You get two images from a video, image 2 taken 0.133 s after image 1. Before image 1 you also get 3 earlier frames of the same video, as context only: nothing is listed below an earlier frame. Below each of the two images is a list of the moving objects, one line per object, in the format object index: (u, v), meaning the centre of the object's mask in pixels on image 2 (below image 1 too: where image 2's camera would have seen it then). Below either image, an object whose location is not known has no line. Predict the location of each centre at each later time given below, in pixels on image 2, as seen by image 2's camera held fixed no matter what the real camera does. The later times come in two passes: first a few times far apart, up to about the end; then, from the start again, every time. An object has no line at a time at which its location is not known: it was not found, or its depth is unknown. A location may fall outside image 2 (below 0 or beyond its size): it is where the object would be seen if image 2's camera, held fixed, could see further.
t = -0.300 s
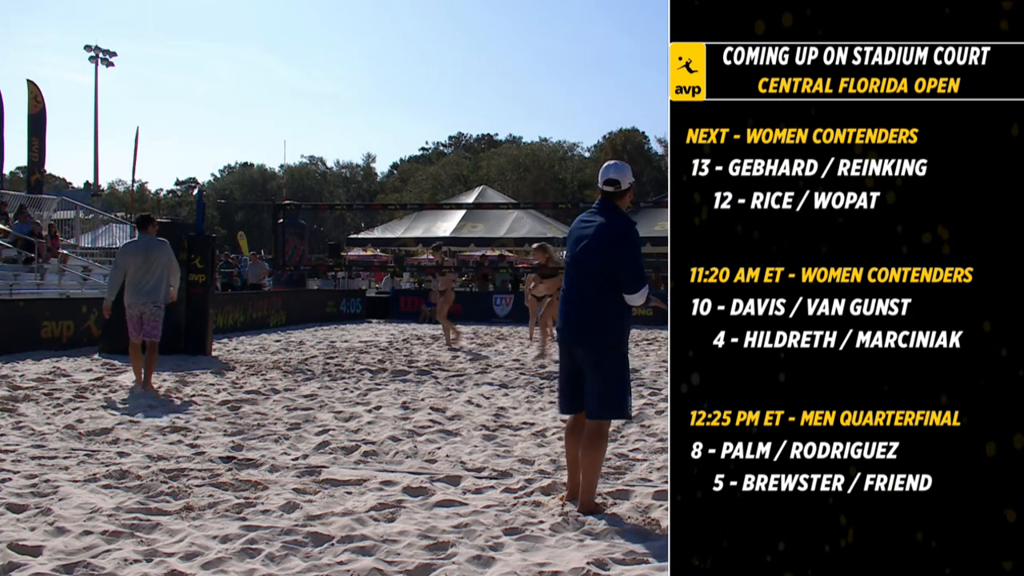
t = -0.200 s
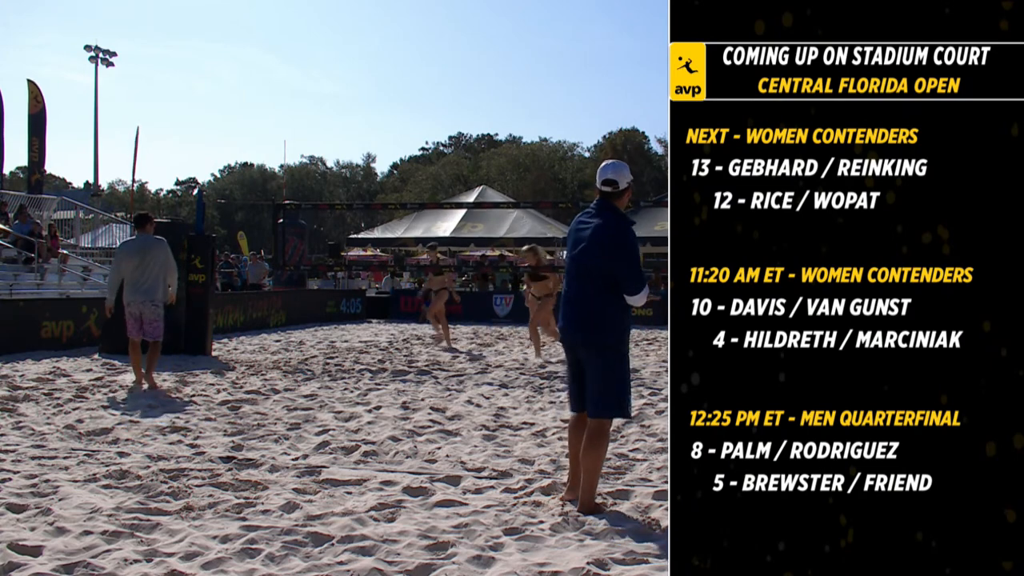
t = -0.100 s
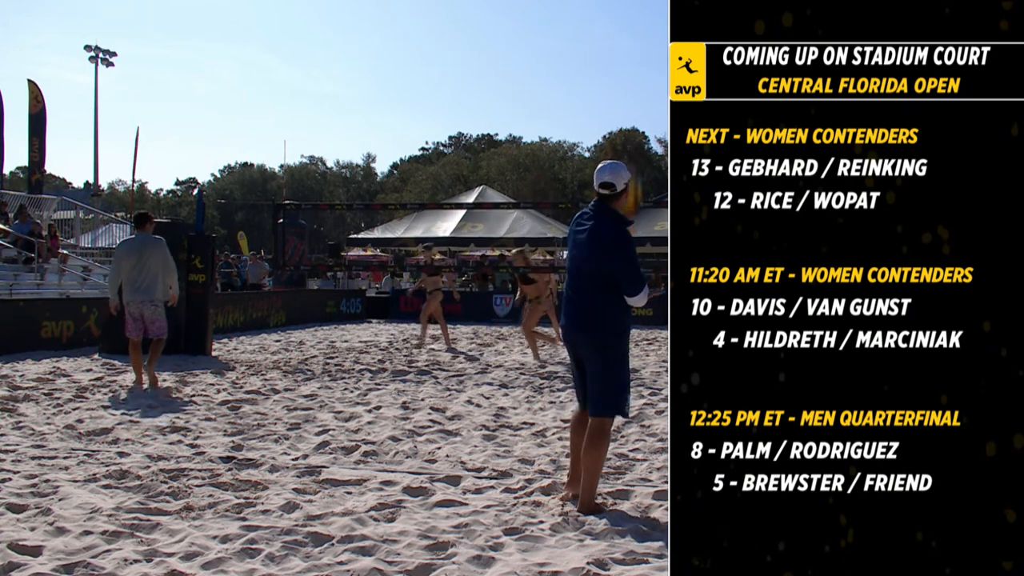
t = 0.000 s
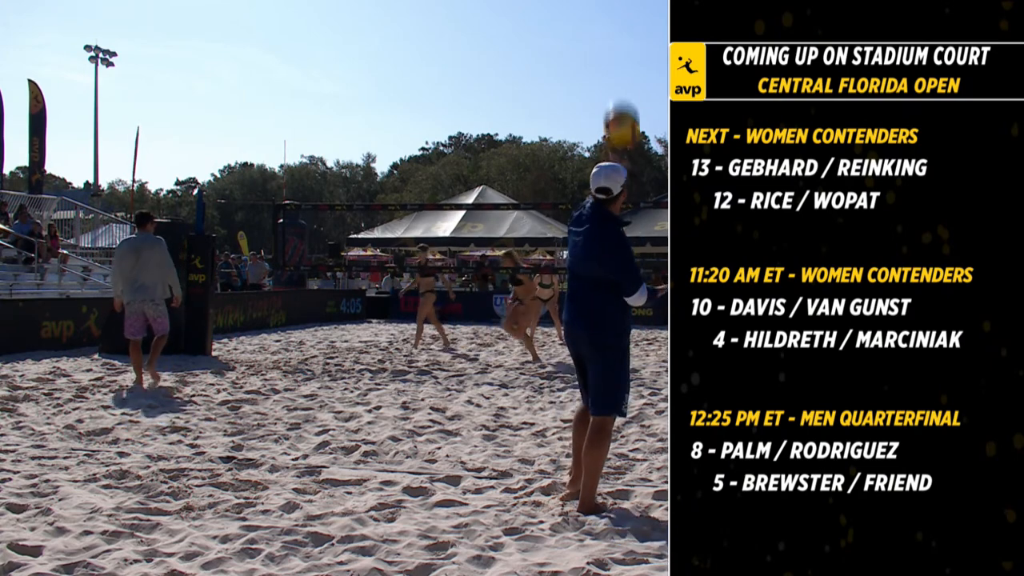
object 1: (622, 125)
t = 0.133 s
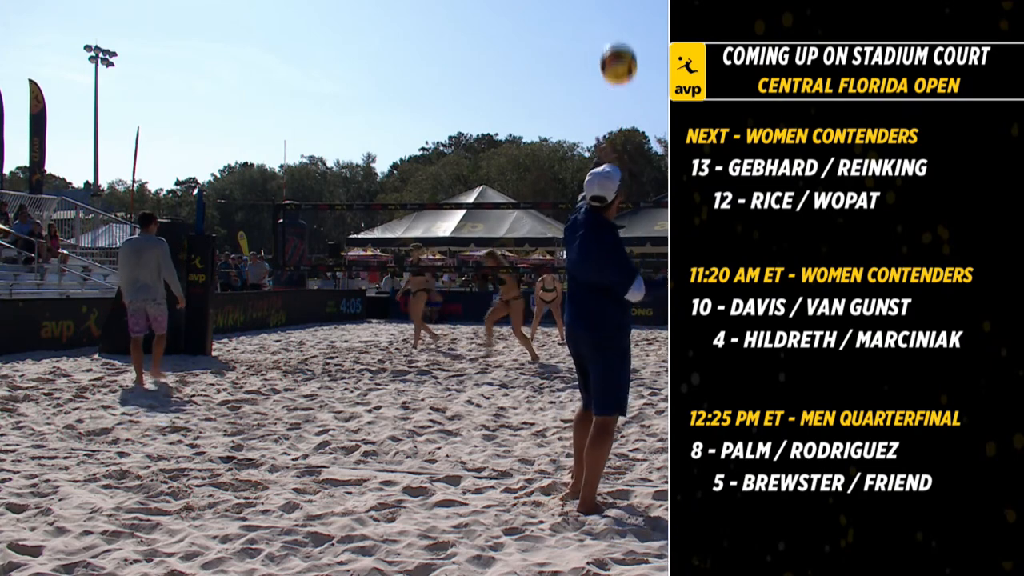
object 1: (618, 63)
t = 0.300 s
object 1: (614, 30)
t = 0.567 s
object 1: (606, 73)
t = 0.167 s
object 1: (617, 53)
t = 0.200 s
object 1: (616, 44)
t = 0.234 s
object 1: (616, 38)
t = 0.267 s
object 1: (615, 33)
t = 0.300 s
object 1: (614, 30)
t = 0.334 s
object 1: (613, 29)
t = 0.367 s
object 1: (612, 30)
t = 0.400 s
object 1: (611, 32)
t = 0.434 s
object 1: (610, 36)
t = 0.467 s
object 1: (609, 42)
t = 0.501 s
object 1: (608, 50)
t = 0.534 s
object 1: (607, 60)
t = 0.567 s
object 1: (606, 73)
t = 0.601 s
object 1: (605, 86)
